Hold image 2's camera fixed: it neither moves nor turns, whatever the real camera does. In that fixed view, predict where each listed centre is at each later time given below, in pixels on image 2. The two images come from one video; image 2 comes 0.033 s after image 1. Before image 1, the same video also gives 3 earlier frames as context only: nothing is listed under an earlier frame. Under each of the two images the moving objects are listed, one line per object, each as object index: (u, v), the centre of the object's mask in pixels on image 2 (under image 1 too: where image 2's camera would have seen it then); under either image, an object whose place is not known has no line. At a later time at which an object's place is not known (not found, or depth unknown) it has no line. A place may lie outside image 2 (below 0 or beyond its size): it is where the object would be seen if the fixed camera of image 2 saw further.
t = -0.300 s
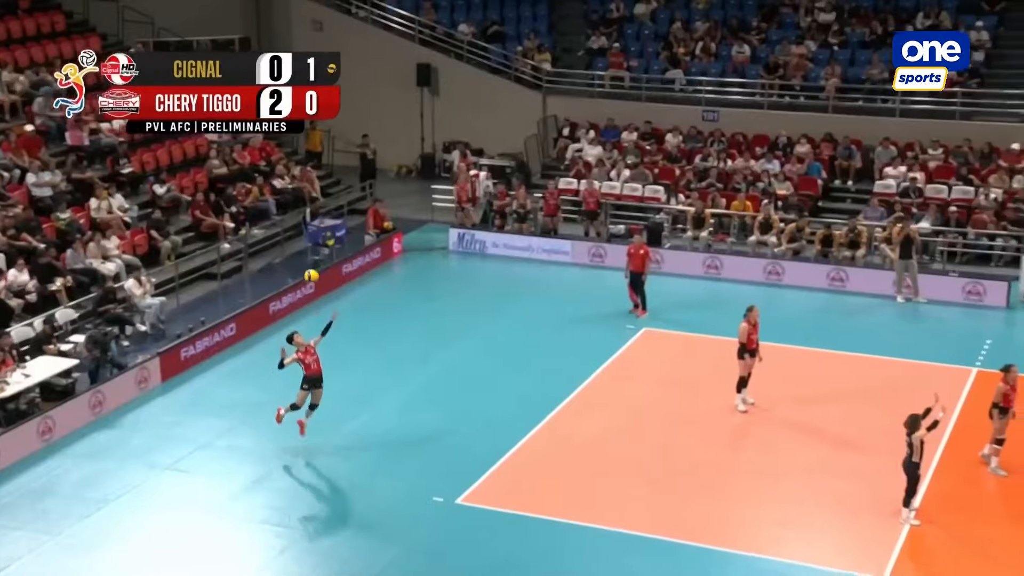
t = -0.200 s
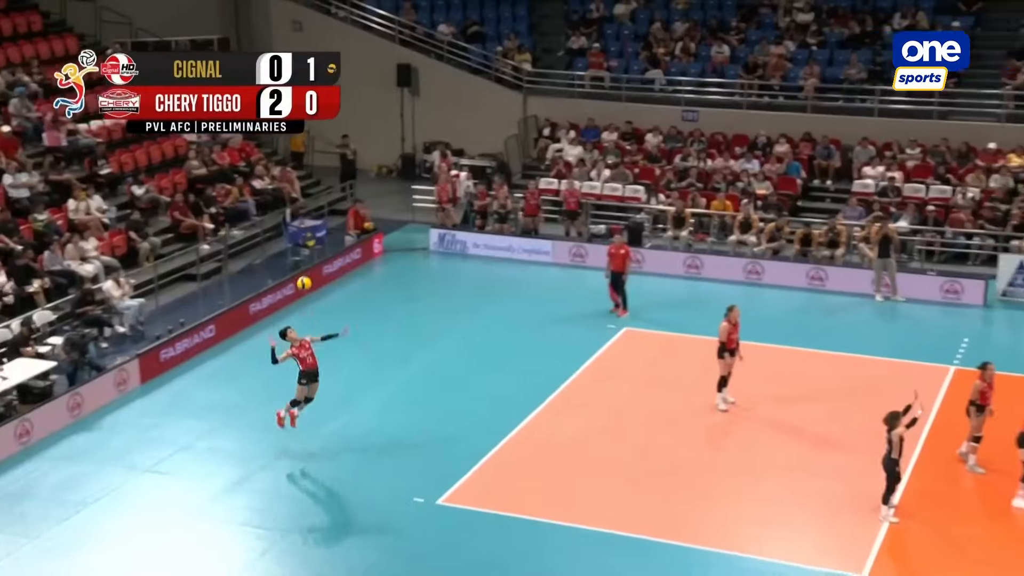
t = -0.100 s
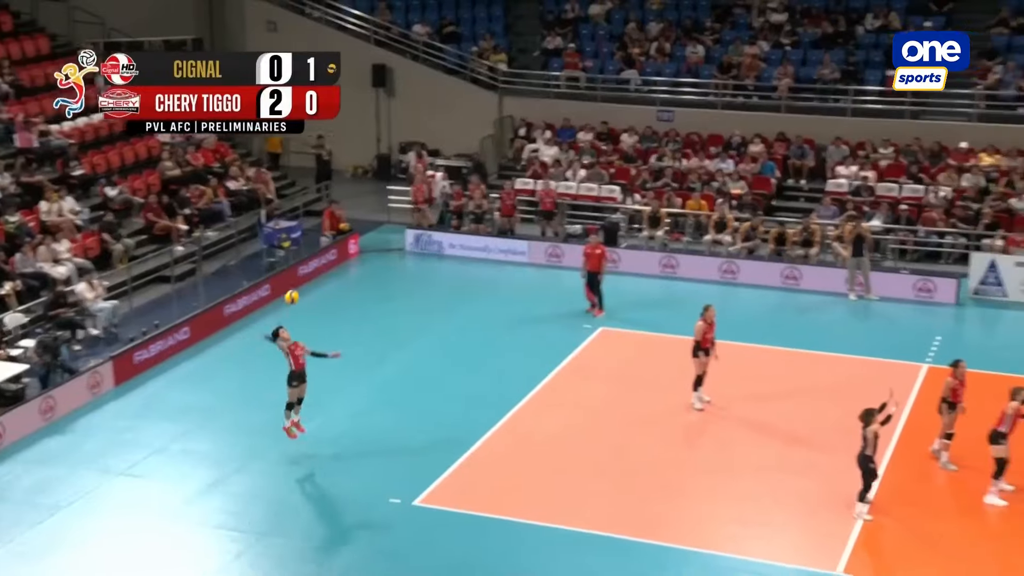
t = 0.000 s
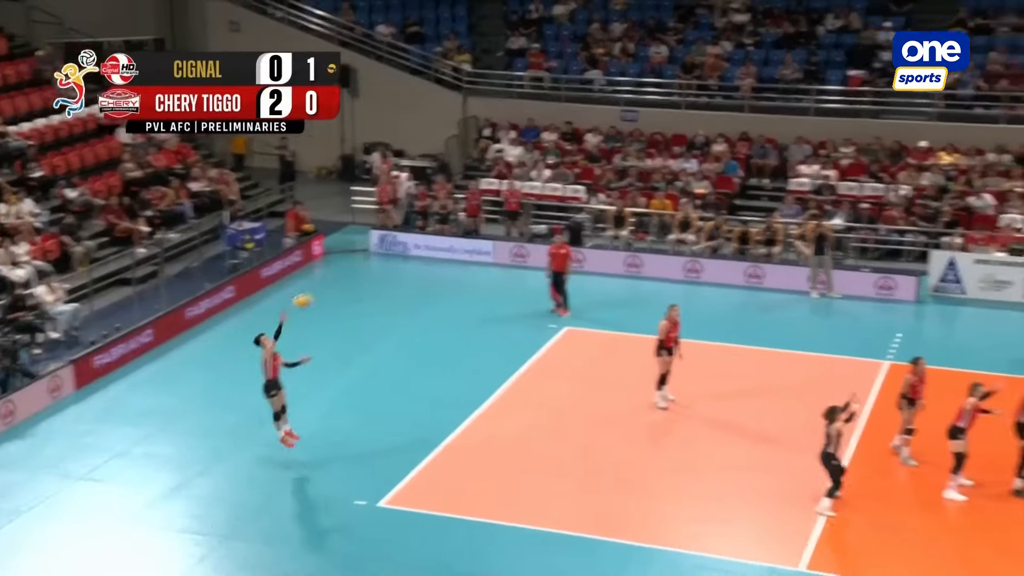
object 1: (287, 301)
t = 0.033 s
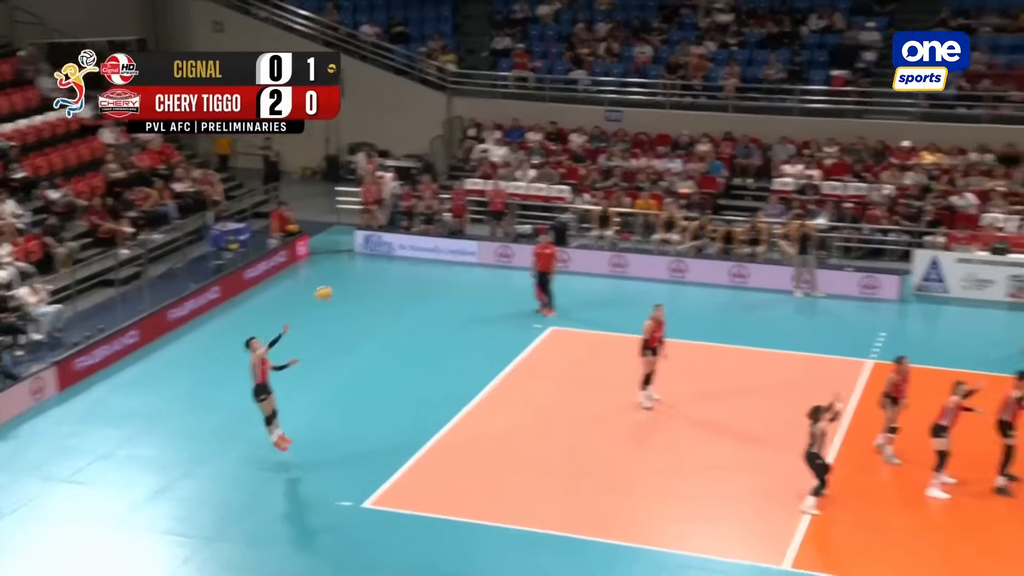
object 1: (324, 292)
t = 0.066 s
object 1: (360, 284)
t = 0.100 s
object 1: (396, 278)
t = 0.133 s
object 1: (431, 270)
